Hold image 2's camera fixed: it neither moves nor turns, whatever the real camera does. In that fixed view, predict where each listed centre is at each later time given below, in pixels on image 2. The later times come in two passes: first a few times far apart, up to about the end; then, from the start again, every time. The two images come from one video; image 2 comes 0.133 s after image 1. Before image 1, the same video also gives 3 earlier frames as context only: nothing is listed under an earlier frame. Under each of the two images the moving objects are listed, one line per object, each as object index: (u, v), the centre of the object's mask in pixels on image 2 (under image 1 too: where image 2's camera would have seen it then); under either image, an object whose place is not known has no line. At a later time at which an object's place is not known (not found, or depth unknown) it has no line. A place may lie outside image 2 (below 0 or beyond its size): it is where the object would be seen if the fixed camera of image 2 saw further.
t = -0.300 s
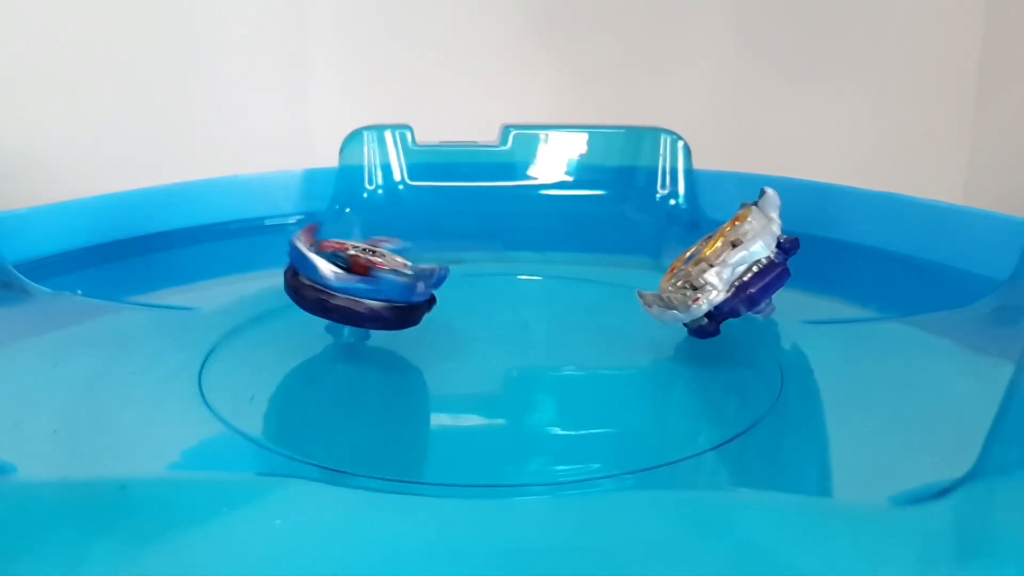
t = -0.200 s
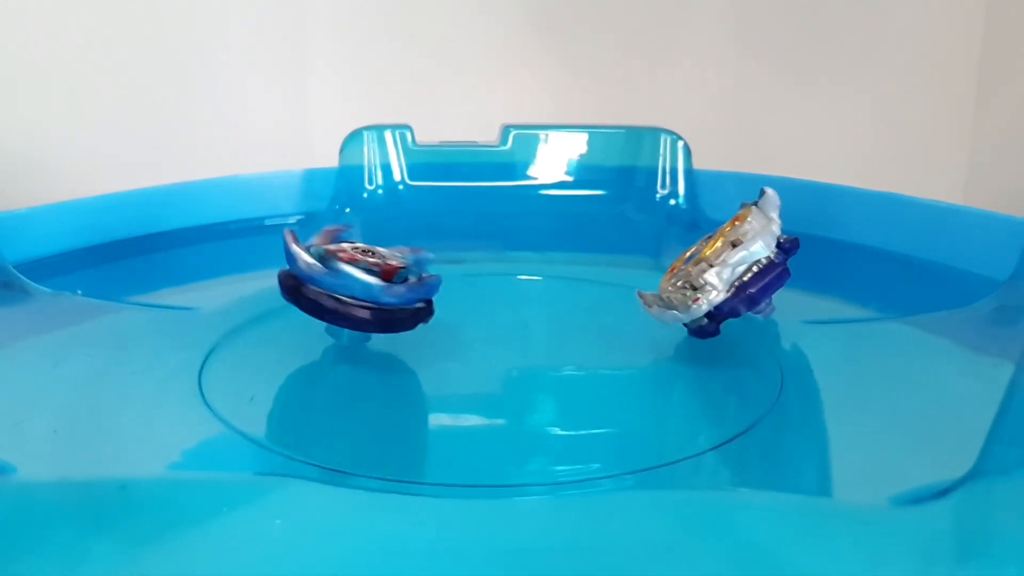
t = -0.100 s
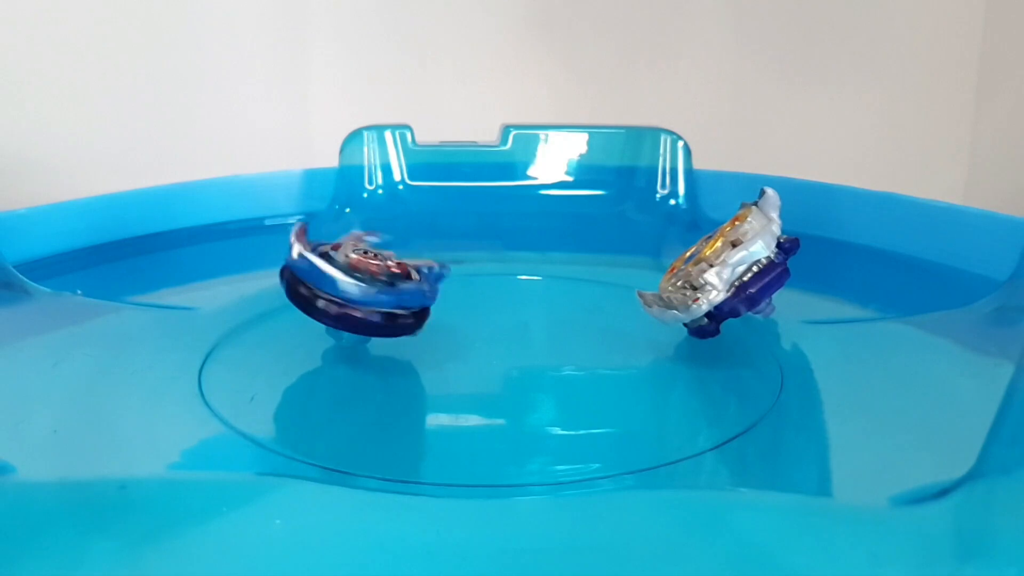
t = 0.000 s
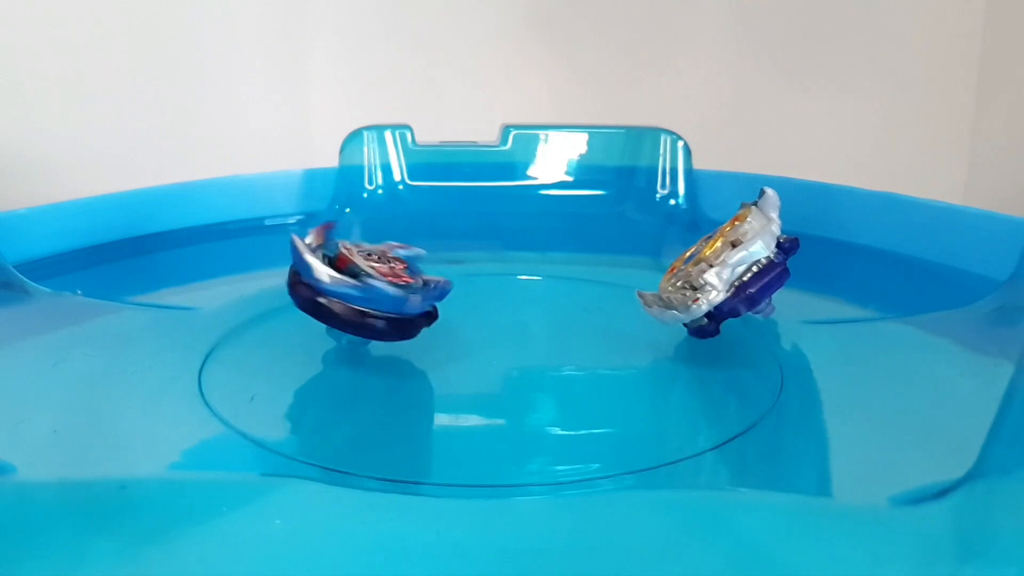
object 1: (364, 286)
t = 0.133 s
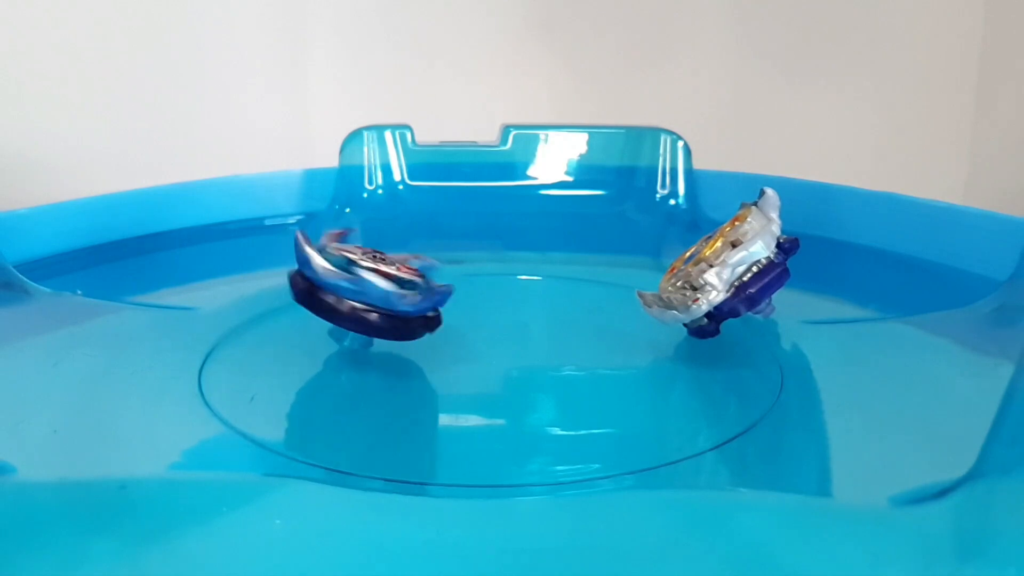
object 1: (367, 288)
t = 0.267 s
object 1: (371, 291)
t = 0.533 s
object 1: (380, 297)
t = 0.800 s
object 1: (392, 303)
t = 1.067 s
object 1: (407, 310)
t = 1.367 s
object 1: (426, 316)
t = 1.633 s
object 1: (443, 317)
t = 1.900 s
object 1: (458, 318)
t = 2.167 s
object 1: (473, 322)
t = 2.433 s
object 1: (492, 321)
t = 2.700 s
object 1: (516, 323)
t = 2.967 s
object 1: (539, 325)
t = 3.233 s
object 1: (557, 320)
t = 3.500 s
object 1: (576, 320)
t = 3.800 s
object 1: (596, 319)
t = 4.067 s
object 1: (609, 316)
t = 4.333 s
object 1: (612, 320)
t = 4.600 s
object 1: (614, 324)
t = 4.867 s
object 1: (618, 328)
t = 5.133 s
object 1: (619, 328)
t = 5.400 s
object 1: (612, 328)
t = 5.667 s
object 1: (604, 327)
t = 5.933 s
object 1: (594, 331)
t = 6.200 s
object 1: (585, 335)
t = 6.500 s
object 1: (575, 338)
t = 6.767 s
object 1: (567, 339)
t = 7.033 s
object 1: (557, 339)
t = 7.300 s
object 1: (541, 339)
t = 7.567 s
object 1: (525, 341)
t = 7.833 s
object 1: (512, 344)
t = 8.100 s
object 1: (502, 345)
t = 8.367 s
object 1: (493, 346)
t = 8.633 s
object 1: (481, 345)
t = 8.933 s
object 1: (468, 345)
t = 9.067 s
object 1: (463, 346)
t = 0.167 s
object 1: (369, 289)
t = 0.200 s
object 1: (370, 290)
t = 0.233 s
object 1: (370, 290)
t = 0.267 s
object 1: (371, 291)
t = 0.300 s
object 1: (372, 291)
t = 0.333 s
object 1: (374, 292)
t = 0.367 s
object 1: (374, 293)
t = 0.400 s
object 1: (374, 294)
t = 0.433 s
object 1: (376, 294)
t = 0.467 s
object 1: (378, 295)
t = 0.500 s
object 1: (380, 296)
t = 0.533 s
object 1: (380, 297)
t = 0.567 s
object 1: (381, 297)
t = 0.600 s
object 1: (383, 298)
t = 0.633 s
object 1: (384, 299)
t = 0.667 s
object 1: (387, 300)
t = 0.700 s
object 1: (387, 301)
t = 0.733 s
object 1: (388, 302)
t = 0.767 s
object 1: (390, 302)
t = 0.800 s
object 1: (392, 303)
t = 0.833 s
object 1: (395, 304)
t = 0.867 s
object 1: (395, 305)
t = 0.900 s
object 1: (398, 305)
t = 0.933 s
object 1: (400, 306)
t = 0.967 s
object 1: (402, 307)
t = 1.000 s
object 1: (404, 308)
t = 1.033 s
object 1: (405, 309)
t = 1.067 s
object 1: (407, 310)
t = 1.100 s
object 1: (410, 310)
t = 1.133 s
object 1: (412, 311)
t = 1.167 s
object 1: (413, 312)
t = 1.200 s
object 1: (415, 313)
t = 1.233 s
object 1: (418, 314)
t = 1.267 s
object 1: (421, 314)
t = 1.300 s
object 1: (423, 316)
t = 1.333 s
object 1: (424, 316)
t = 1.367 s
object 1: (426, 316)
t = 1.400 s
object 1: (430, 317)
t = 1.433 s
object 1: (432, 317)
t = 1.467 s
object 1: (434, 317)
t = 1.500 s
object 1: (434, 317)
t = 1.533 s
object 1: (437, 318)
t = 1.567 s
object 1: (440, 317)
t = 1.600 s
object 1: (442, 317)
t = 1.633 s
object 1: (443, 317)
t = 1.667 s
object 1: (444, 317)
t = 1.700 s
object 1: (447, 317)
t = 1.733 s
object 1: (449, 317)
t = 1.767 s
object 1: (451, 317)
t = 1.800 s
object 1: (452, 316)
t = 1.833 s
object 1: (452, 318)
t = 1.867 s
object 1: (456, 318)
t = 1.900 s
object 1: (458, 318)
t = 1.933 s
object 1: (459, 318)
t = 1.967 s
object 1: (459, 317)
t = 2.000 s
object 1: (461, 319)
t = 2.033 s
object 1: (465, 319)
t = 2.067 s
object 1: (467, 319)
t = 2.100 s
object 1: (469, 320)
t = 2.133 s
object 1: (469, 320)
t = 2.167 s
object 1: (473, 322)
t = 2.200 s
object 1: (477, 322)
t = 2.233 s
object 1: (479, 321)
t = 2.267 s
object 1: (480, 321)
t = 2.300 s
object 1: (481, 321)
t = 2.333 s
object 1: (486, 322)
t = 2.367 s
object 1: (489, 321)
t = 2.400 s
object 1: (492, 321)
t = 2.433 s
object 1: (492, 321)
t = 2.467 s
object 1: (494, 322)
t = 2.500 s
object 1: (499, 322)
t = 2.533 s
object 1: (502, 322)
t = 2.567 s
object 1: (504, 322)
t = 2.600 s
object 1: (504, 322)
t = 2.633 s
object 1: (508, 324)
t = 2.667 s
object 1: (513, 323)
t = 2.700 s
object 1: (516, 323)
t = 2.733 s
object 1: (518, 323)
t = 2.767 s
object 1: (518, 324)
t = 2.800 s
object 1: (523, 324)
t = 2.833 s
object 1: (527, 324)
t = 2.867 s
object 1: (530, 324)
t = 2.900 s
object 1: (532, 324)
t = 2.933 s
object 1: (534, 325)
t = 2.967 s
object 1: (539, 325)
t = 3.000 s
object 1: (542, 324)
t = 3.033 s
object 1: (545, 324)
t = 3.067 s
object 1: (546, 323)
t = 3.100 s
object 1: (548, 323)
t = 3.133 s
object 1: (553, 322)
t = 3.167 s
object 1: (555, 321)
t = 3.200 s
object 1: (557, 320)
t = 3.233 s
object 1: (557, 320)
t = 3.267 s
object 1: (559, 320)
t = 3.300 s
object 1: (563, 319)
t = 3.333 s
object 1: (566, 319)
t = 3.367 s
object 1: (567, 320)
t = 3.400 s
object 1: (566, 320)
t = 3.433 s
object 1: (570, 320)
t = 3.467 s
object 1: (573, 319)
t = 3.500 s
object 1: (576, 320)
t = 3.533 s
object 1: (577, 320)
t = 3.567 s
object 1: (577, 320)
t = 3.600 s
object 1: (581, 320)
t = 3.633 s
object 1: (584, 320)
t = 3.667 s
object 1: (587, 320)
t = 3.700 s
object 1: (588, 320)
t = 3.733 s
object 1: (589, 320)
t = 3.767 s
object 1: (592, 320)
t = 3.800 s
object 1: (596, 319)
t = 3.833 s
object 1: (598, 319)
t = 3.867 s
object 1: (600, 319)
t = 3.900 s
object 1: (601, 318)
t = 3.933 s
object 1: (604, 317)
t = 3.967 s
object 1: (607, 316)
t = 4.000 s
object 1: (610, 316)
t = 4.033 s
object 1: (610, 316)
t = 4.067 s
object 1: (609, 316)
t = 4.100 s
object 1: (610, 317)
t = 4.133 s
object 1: (611, 317)
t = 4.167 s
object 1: (610, 318)
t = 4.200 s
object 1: (611, 318)
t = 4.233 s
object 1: (611, 319)
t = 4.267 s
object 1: (611, 320)
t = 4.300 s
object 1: (611, 320)
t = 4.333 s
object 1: (612, 320)
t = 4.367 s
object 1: (611, 321)
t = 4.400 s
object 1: (611, 322)
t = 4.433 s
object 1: (611, 322)
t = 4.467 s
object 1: (612, 323)
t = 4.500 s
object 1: (612, 324)
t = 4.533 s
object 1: (613, 324)
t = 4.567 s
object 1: (613, 324)
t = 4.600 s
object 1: (614, 324)
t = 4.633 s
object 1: (615, 325)
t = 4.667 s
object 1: (616, 325)
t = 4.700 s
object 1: (616, 325)
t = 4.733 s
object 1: (617, 325)
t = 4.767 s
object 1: (617, 327)
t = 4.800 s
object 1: (616, 327)
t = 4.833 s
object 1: (618, 326)
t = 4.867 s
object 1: (618, 328)
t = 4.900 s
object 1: (619, 328)
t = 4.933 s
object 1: (619, 328)
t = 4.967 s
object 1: (619, 328)
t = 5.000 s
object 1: (618, 329)
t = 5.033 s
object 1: (618, 329)
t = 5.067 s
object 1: (619, 328)
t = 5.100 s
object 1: (619, 328)
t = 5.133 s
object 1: (619, 328)
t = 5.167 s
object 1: (618, 328)
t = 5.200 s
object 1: (617, 329)
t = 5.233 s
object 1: (616, 329)
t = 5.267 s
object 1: (615, 329)
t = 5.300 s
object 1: (616, 328)
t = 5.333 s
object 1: (615, 328)
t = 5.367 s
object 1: (614, 328)
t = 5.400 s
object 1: (612, 328)
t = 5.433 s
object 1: (611, 328)
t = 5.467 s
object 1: (610, 328)
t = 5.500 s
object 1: (608, 328)
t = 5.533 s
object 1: (607, 327)
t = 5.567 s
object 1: (607, 327)
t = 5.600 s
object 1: (606, 327)
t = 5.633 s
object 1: (604, 329)
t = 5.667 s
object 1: (604, 327)
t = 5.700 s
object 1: (604, 328)
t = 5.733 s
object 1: (600, 329)
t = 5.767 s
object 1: (600, 329)
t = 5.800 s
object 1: (599, 329)
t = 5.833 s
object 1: (597, 330)
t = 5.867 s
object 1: (598, 329)
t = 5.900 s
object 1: (595, 332)
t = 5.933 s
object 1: (594, 331)
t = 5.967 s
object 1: (592, 332)
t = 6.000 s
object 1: (592, 332)
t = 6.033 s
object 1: (592, 332)
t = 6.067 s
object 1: (591, 334)
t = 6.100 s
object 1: (590, 334)
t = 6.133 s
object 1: (589, 334)
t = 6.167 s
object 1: (587, 335)
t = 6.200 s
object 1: (585, 335)
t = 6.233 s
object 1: (584, 335)
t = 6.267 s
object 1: (582, 336)
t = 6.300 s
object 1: (582, 337)
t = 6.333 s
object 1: (581, 337)
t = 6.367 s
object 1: (580, 337)
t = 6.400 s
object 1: (578, 337)
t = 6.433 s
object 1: (577, 338)
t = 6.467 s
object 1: (576, 338)
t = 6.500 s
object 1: (575, 338)
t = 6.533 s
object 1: (574, 338)
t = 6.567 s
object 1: (573, 338)
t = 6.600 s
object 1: (572, 338)
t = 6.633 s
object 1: (570, 338)
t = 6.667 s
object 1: (569, 338)
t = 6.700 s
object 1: (568, 338)
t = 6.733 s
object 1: (568, 338)
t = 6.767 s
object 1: (567, 339)
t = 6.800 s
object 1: (566, 339)
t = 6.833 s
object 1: (565, 338)
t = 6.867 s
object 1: (563, 339)
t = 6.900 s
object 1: (562, 339)
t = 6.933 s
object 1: (561, 339)
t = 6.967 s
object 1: (560, 339)
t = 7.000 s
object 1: (559, 339)
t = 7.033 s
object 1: (557, 339)
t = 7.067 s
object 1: (555, 339)
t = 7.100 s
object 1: (552, 339)
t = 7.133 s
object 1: (550, 339)
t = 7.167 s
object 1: (549, 339)
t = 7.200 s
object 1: (548, 339)
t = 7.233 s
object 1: (546, 340)
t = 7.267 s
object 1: (543, 340)
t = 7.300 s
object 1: (541, 339)
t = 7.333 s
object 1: (538, 339)
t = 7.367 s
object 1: (536, 339)
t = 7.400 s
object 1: (535, 339)
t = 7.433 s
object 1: (533, 339)
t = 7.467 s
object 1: (532, 340)
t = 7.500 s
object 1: (529, 340)
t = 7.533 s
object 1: (527, 341)
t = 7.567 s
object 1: (525, 341)
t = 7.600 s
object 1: (522, 342)
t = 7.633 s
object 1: (521, 342)
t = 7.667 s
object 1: (519, 342)
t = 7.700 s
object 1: (519, 343)
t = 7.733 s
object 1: (517, 343)
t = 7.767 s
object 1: (515, 343)
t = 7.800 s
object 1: (513, 344)
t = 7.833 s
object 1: (512, 344)
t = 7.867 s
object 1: (511, 344)
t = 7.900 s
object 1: (510, 344)
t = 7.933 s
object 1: (509, 344)
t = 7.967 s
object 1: (508, 344)
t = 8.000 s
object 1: (506, 344)
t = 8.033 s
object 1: (504, 345)
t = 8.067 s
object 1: (502, 345)
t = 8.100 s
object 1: (502, 345)
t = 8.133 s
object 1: (501, 346)
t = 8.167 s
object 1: (500, 346)
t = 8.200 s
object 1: (499, 346)
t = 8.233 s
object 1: (498, 345)
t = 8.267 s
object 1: (496, 345)
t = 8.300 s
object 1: (494, 345)
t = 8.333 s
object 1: (494, 346)
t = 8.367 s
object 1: (493, 346)
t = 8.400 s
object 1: (492, 346)
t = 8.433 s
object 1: (490, 346)
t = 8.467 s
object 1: (488, 345)
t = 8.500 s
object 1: (486, 345)
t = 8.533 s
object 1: (485, 345)
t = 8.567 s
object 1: (483, 345)
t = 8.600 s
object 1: (483, 345)
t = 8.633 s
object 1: (481, 345)
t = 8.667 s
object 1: (479, 344)
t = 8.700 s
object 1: (477, 345)
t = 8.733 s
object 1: (475, 345)
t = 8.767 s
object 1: (473, 344)
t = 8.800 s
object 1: (471, 344)
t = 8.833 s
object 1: (471, 344)
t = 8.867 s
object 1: (470, 344)
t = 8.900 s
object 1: (469, 344)
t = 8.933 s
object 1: (468, 345)
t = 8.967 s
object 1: (466, 345)
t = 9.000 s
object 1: (465, 345)
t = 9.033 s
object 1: (463, 346)
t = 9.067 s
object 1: (463, 346)
